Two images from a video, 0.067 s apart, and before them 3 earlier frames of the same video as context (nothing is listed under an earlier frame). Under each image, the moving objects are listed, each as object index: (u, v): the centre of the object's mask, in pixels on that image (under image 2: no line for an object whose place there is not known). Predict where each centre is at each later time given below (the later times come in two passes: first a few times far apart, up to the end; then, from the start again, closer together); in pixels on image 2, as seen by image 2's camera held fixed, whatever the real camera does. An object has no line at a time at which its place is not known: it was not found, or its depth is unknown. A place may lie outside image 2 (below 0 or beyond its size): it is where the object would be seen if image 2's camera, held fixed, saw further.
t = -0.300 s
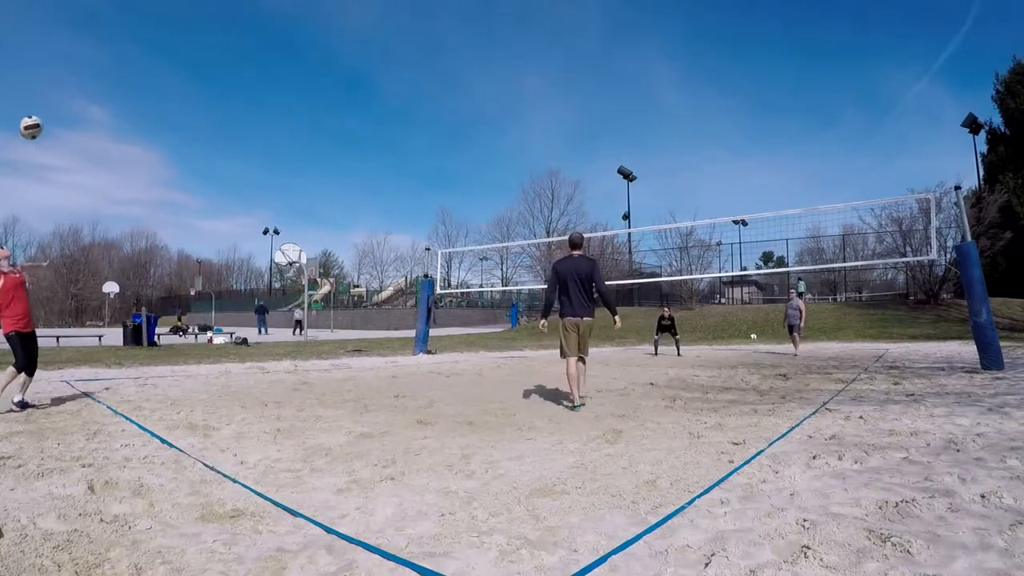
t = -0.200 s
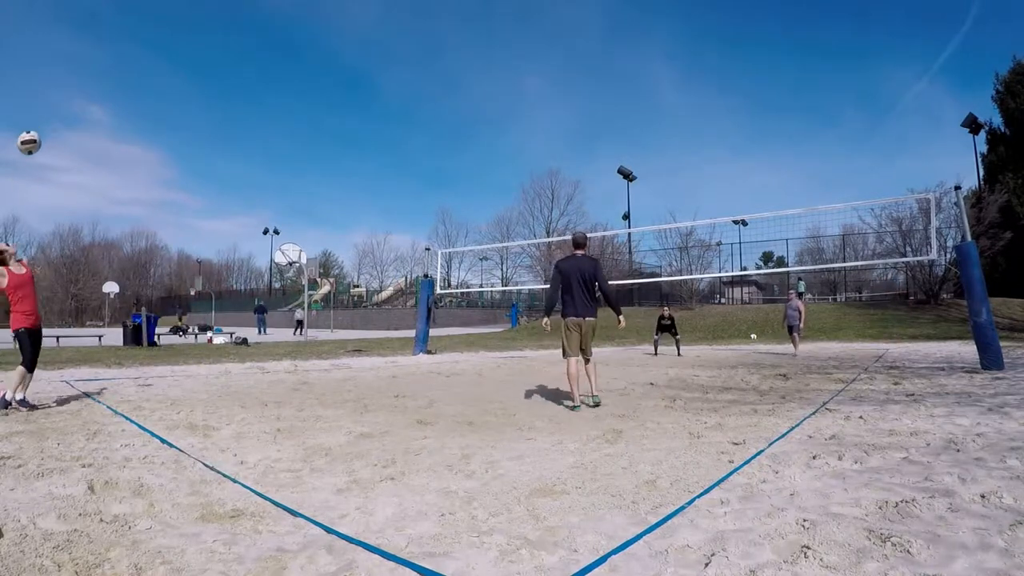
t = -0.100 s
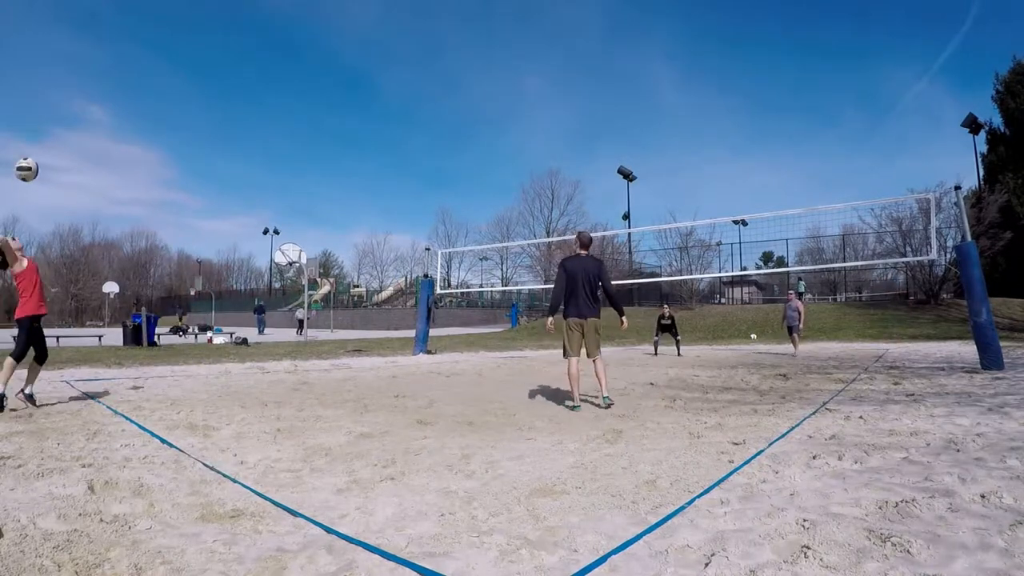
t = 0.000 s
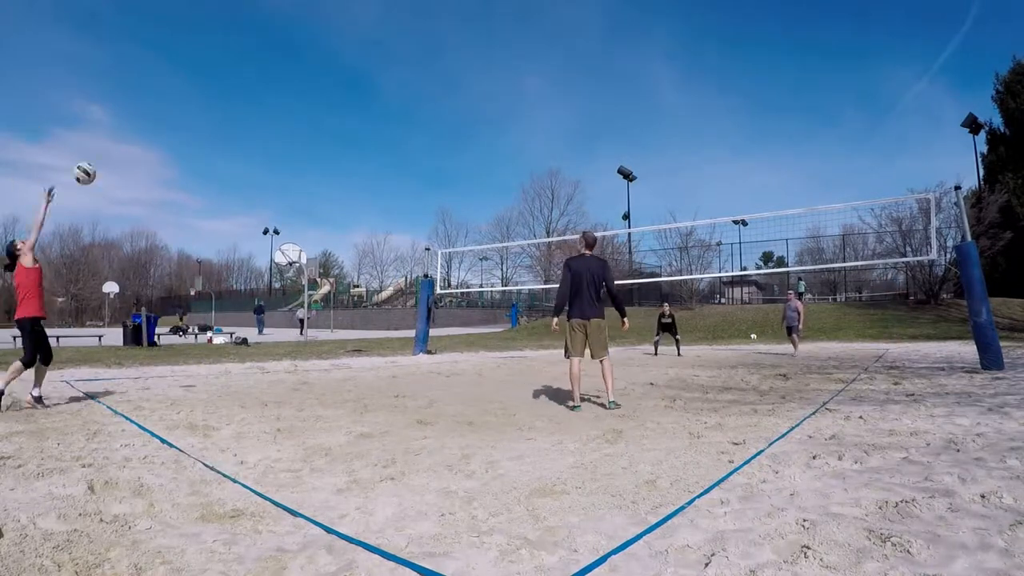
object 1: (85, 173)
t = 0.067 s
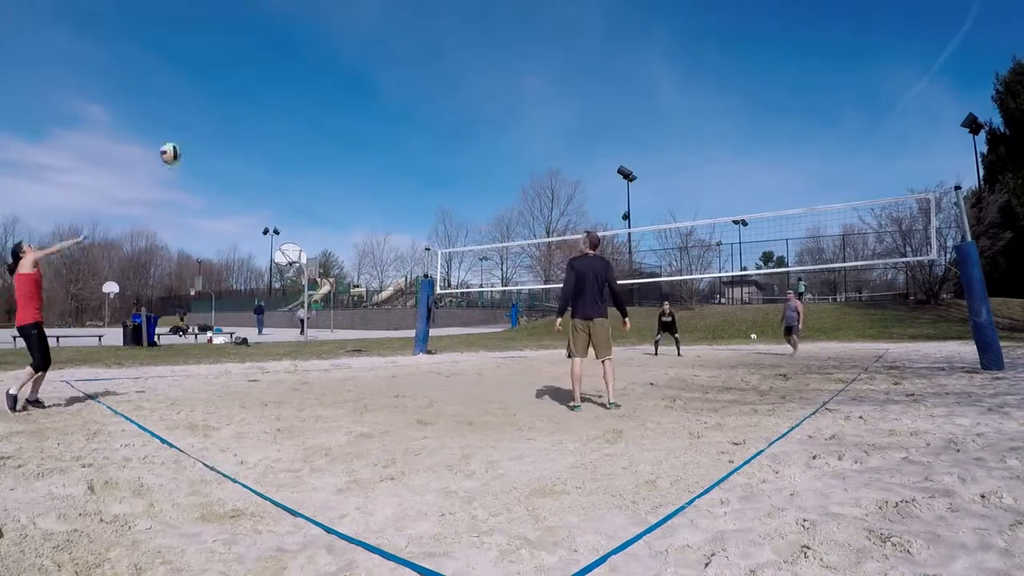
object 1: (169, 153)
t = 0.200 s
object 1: (312, 135)
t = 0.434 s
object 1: (478, 149)
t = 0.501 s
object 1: (512, 159)
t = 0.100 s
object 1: (209, 146)
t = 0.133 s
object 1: (246, 141)
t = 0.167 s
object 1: (280, 137)
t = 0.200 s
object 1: (312, 135)
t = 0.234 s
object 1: (341, 134)
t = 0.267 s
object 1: (368, 135)
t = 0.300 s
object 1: (394, 137)
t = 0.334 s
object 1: (417, 138)
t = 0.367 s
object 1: (439, 141)
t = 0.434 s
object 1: (478, 149)
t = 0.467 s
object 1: (496, 154)
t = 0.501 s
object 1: (512, 159)
